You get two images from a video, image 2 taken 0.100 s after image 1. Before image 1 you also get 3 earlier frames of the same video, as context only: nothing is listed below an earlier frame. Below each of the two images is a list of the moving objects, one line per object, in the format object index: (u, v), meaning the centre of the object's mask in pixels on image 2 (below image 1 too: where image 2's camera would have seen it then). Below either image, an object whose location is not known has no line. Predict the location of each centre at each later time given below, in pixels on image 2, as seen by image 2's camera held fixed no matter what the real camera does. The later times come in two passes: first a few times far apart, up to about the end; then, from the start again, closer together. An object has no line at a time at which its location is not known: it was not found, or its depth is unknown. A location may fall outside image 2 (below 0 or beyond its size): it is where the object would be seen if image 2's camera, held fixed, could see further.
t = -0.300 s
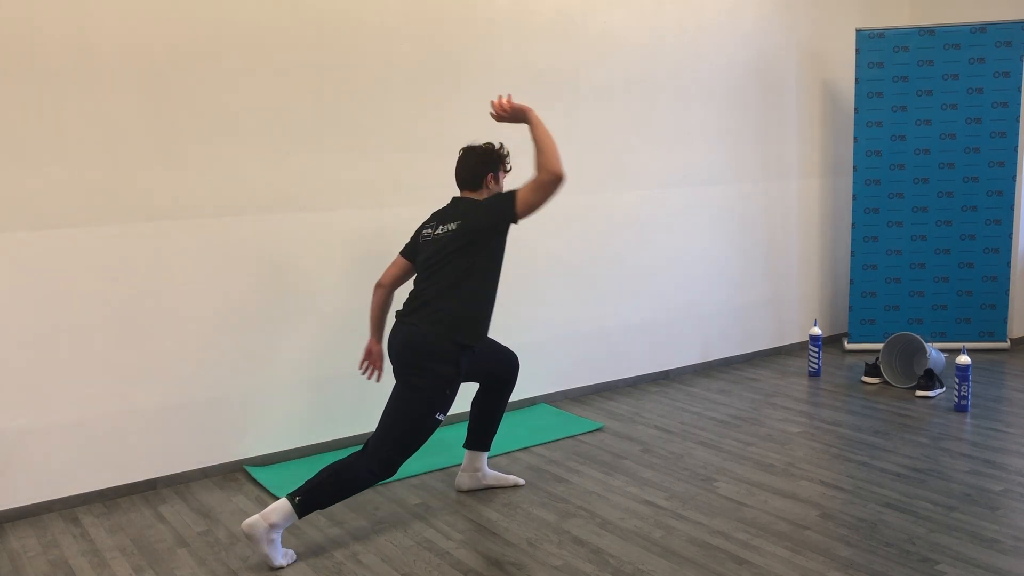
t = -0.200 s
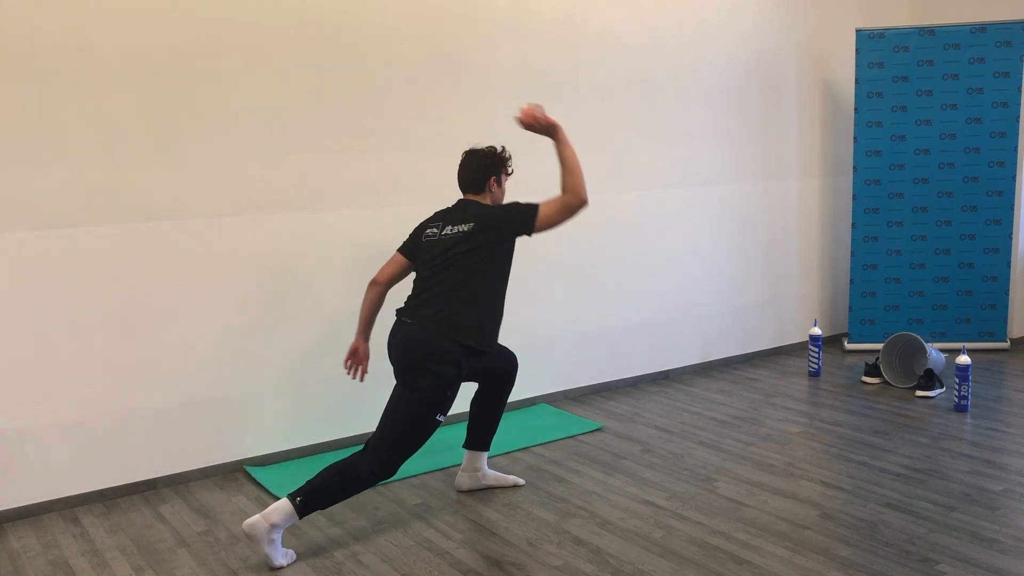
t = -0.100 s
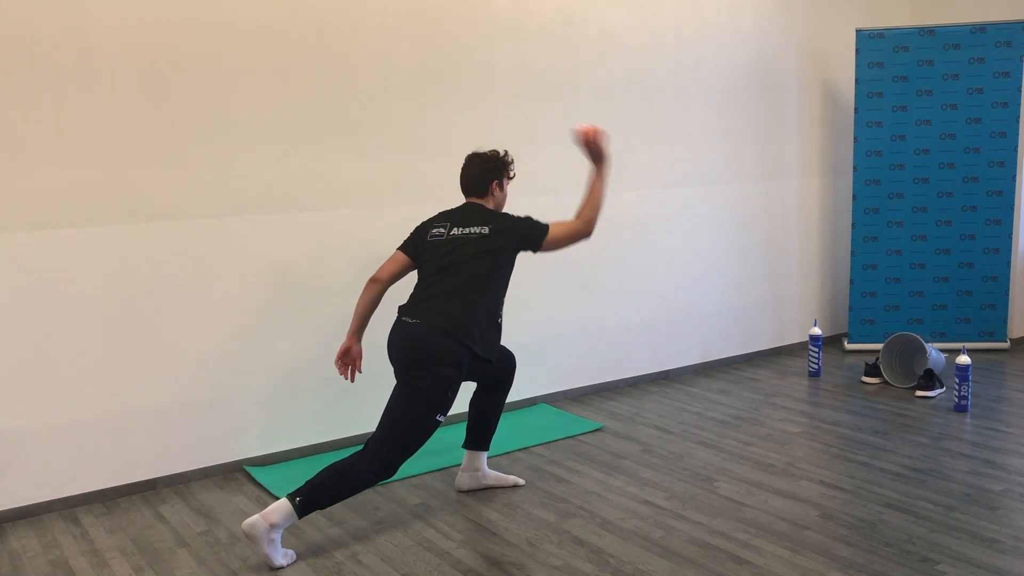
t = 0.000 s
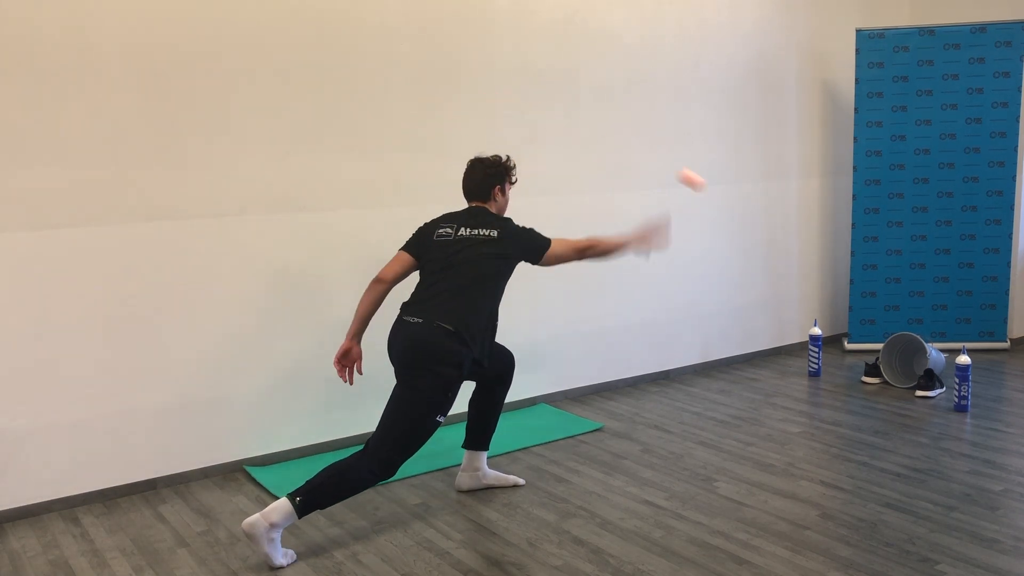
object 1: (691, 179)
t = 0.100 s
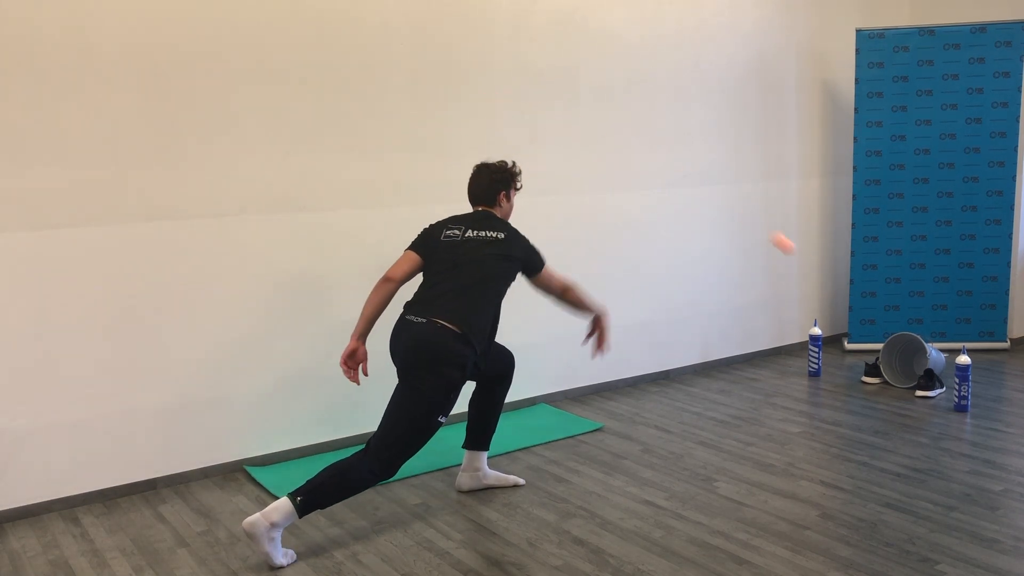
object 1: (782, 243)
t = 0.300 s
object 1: (914, 387)
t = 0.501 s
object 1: (828, 384)
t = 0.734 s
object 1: (726, 399)
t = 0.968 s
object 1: (621, 416)
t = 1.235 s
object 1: (500, 426)
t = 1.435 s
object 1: (413, 433)
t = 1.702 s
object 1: (319, 454)
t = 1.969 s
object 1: (229, 479)
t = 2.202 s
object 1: (143, 501)
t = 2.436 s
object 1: (46, 525)
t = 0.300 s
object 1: (914, 387)
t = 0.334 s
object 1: (899, 387)
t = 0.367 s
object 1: (885, 383)
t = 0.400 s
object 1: (871, 380)
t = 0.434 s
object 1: (857, 379)
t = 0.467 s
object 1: (842, 381)
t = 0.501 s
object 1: (828, 384)
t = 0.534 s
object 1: (814, 389)
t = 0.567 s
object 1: (799, 396)
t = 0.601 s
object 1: (785, 403)
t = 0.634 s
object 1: (770, 399)
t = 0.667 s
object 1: (755, 397)
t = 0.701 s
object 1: (740, 397)
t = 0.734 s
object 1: (726, 399)
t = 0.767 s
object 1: (710, 403)
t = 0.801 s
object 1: (696, 410)
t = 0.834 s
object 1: (681, 409)
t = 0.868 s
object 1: (666, 408)
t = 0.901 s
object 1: (651, 408)
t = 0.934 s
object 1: (636, 411)
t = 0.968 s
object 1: (621, 416)
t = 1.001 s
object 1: (605, 417)
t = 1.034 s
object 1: (591, 417)
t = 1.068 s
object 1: (576, 418)
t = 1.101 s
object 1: (560, 420)
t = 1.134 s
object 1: (546, 421)
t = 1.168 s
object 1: (530, 423)
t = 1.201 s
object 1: (515, 424)
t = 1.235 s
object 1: (500, 426)
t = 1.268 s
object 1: (488, 426)
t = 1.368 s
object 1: (439, 431)
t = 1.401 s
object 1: (424, 432)
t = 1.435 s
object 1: (413, 433)
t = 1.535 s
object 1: (365, 437)
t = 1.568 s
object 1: (358, 439)
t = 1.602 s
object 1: (350, 443)
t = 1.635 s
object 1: (341, 447)
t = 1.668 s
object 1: (330, 449)
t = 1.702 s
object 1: (319, 454)
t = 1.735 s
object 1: (308, 456)
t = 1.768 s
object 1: (297, 459)
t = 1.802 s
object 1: (286, 462)
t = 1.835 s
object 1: (274, 466)
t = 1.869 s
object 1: (262, 468)
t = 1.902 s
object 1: (251, 470)
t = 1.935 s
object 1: (240, 474)
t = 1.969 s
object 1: (229, 479)
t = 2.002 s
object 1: (217, 481)
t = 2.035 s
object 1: (205, 485)
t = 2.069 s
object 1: (192, 488)
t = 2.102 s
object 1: (180, 492)
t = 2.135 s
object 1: (167, 494)
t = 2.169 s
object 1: (155, 498)
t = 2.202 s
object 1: (143, 501)
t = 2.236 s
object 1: (129, 505)
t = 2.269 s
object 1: (116, 508)
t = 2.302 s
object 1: (103, 511)
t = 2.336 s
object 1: (89, 515)
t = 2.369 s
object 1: (75, 518)
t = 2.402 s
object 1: (61, 521)
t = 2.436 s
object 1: (46, 525)
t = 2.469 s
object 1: (32, 529)
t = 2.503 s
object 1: (17, 532)
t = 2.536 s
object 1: (7, 535)
